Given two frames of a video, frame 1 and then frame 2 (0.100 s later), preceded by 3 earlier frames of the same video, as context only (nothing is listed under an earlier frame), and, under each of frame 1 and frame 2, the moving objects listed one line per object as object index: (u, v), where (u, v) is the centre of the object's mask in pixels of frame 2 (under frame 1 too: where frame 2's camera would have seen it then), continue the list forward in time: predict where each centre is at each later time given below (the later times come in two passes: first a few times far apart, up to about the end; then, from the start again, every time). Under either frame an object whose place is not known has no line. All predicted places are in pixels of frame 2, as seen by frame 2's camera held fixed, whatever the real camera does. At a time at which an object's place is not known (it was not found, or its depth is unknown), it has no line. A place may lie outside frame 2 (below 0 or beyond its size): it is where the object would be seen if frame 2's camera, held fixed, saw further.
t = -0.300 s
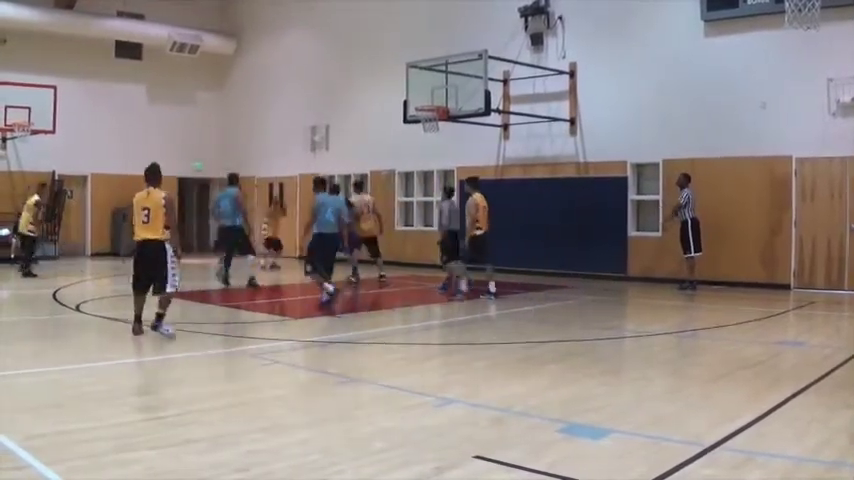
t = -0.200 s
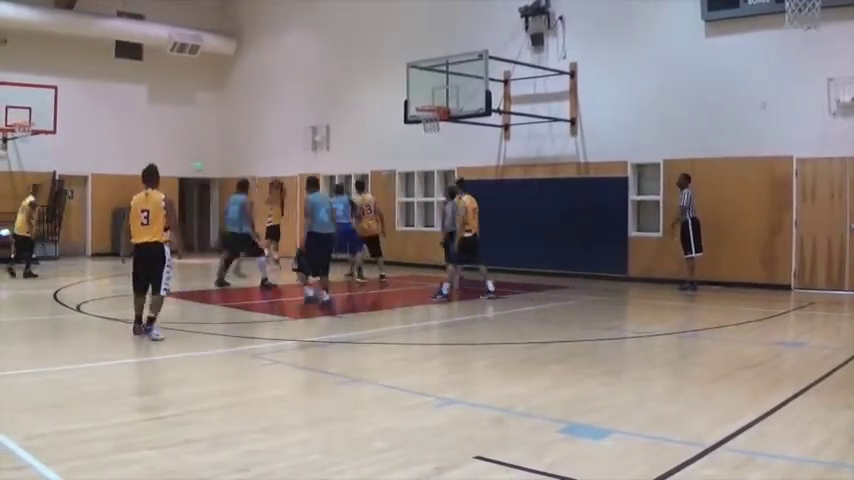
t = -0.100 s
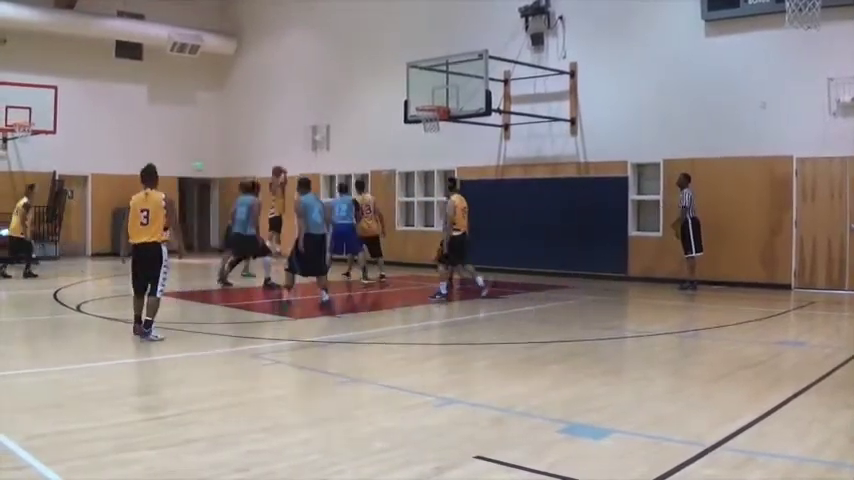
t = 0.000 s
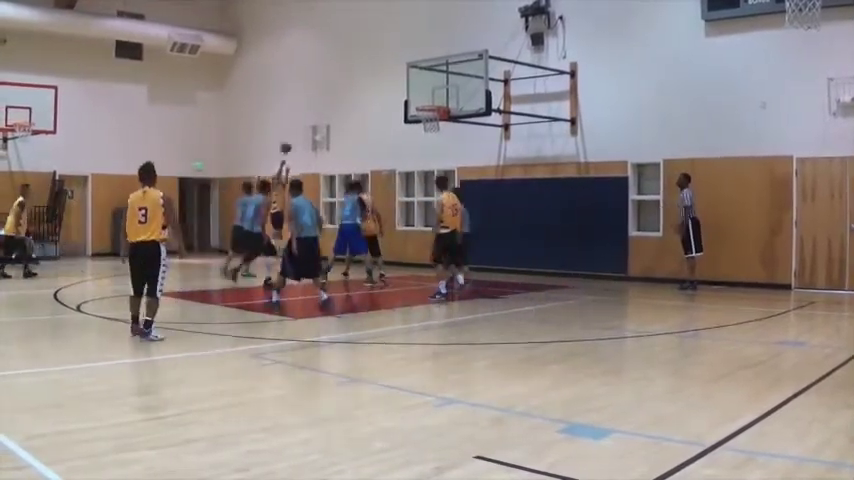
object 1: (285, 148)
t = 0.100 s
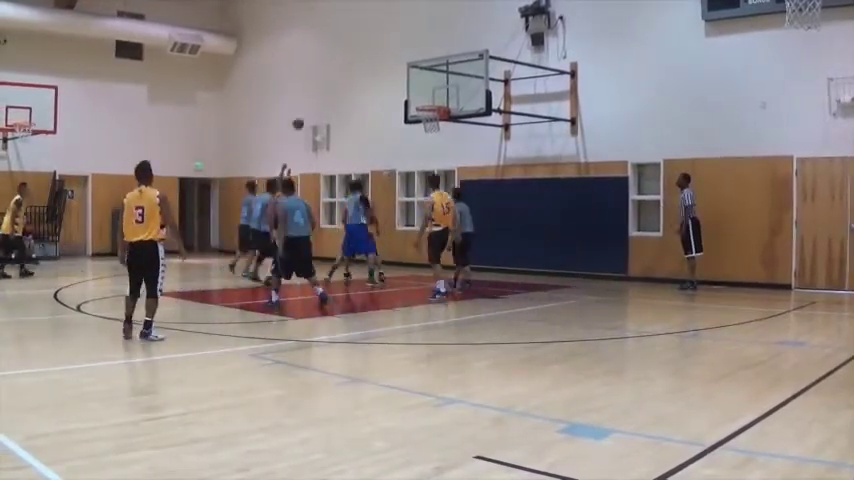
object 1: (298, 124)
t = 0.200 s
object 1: (310, 103)
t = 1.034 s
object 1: (429, 101)
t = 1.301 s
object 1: (422, 83)
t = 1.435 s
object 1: (415, 82)
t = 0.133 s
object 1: (302, 117)
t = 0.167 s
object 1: (307, 110)
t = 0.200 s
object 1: (310, 103)
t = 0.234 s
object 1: (315, 98)
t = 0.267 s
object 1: (320, 91)
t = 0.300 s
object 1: (325, 87)
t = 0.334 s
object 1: (329, 82)
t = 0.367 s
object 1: (334, 78)
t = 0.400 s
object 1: (339, 74)
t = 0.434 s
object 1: (343, 71)
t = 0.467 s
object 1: (348, 68)
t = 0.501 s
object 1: (353, 67)
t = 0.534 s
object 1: (358, 65)
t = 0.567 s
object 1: (363, 64)
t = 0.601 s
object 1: (368, 63)
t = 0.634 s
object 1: (373, 64)
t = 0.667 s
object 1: (378, 64)
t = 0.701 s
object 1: (384, 66)
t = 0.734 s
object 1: (389, 68)
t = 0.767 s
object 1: (394, 70)
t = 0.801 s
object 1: (401, 74)
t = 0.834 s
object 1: (406, 78)
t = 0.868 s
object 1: (412, 82)
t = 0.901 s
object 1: (417, 88)
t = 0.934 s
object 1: (424, 94)
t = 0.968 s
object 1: (429, 100)
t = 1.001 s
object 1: (431, 101)
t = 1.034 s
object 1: (429, 101)
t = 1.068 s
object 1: (429, 101)
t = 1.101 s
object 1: (428, 98)
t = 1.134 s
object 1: (426, 94)
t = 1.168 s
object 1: (426, 91)
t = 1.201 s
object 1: (425, 88)
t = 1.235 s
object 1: (424, 86)
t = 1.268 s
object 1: (423, 84)
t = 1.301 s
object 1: (422, 83)
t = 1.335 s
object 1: (420, 83)
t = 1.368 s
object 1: (419, 83)
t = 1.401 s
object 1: (417, 82)
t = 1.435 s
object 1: (415, 82)
